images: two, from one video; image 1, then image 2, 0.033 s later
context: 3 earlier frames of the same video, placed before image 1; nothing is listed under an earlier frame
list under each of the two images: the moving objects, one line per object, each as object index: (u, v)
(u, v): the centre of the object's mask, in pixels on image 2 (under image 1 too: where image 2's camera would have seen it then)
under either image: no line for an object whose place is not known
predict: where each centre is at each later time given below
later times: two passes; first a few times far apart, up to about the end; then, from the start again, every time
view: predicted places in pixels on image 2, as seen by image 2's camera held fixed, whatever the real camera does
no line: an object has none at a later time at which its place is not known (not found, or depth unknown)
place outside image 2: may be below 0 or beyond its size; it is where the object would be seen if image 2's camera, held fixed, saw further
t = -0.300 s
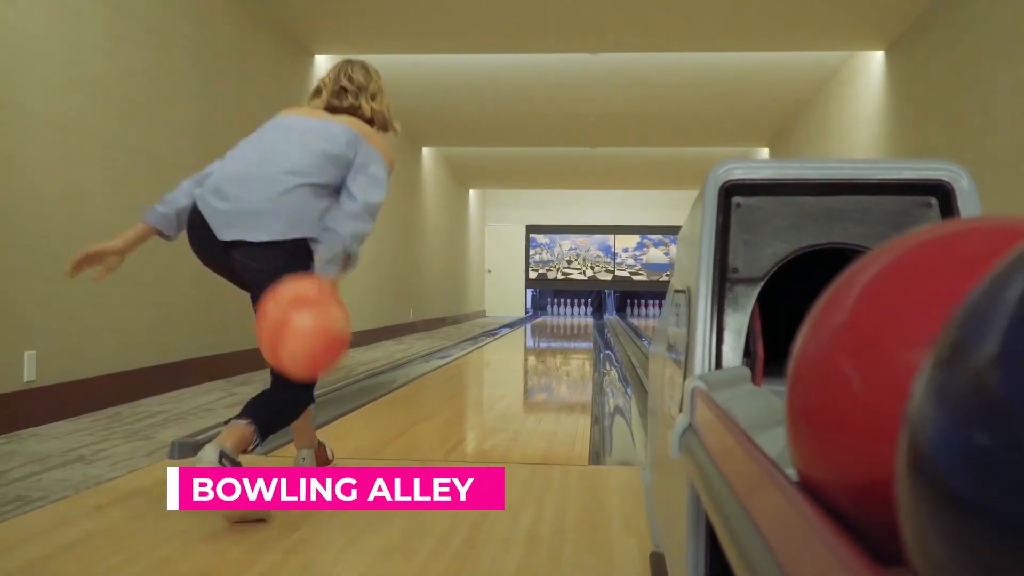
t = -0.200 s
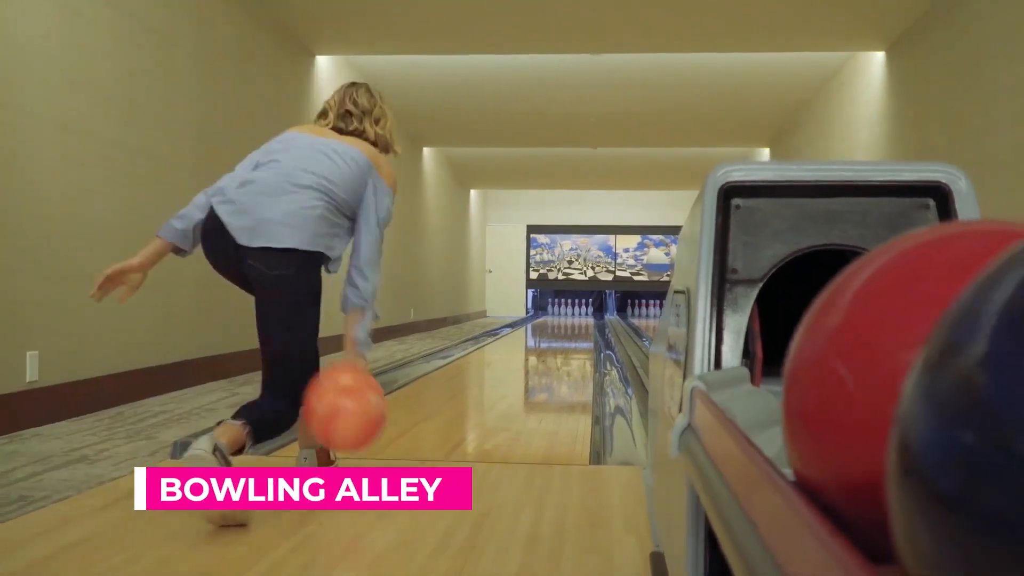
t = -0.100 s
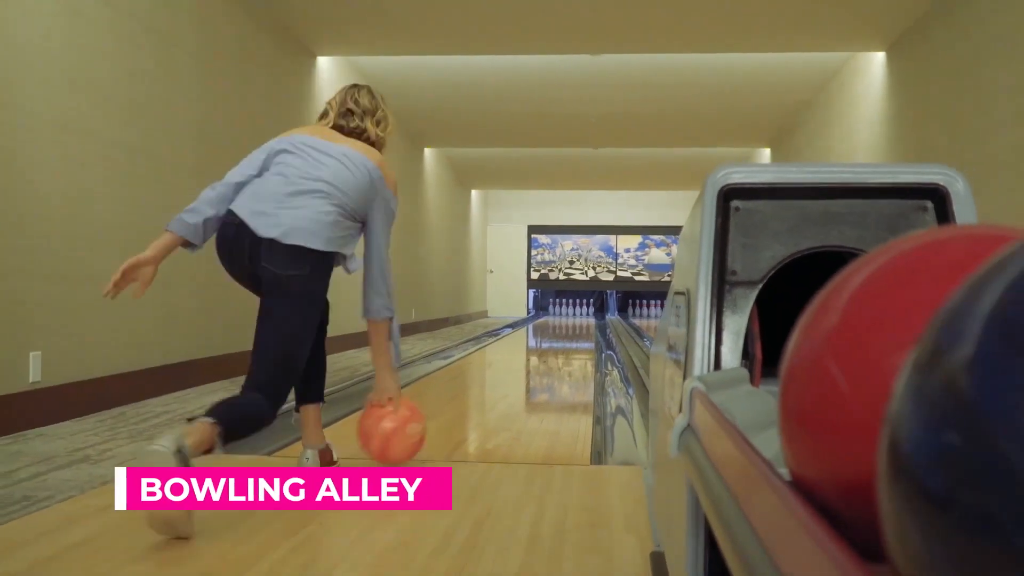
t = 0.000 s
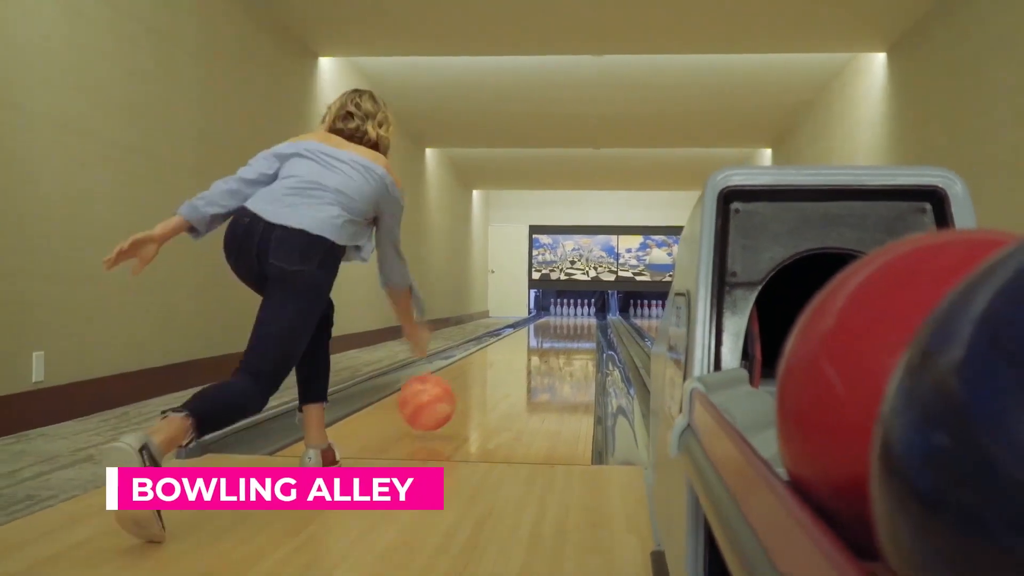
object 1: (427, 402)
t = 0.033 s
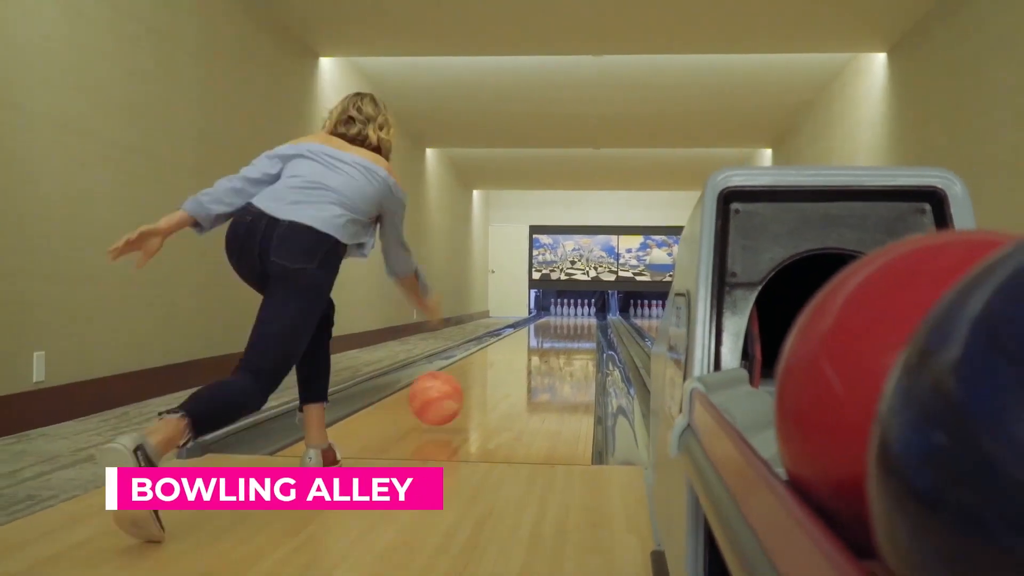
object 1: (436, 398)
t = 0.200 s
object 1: (470, 383)
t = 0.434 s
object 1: (500, 363)
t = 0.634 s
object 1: (517, 353)
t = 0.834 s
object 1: (530, 346)
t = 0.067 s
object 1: (444, 397)
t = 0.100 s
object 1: (451, 395)
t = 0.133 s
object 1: (458, 391)
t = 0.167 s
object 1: (464, 387)
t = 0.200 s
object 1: (470, 383)
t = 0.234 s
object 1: (475, 380)
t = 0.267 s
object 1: (480, 376)
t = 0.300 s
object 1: (484, 373)
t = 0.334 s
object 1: (489, 370)
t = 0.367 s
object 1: (492, 368)
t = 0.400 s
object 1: (496, 366)
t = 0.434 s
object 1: (500, 363)
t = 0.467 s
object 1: (503, 361)
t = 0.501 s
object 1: (506, 359)
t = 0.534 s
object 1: (509, 357)
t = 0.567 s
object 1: (512, 356)
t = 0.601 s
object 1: (514, 354)
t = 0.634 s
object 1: (517, 353)
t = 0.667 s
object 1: (519, 352)
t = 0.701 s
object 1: (521, 350)
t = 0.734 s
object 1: (523, 349)
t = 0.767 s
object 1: (526, 348)
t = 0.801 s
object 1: (528, 347)
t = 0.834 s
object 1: (530, 346)
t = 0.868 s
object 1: (531, 345)
